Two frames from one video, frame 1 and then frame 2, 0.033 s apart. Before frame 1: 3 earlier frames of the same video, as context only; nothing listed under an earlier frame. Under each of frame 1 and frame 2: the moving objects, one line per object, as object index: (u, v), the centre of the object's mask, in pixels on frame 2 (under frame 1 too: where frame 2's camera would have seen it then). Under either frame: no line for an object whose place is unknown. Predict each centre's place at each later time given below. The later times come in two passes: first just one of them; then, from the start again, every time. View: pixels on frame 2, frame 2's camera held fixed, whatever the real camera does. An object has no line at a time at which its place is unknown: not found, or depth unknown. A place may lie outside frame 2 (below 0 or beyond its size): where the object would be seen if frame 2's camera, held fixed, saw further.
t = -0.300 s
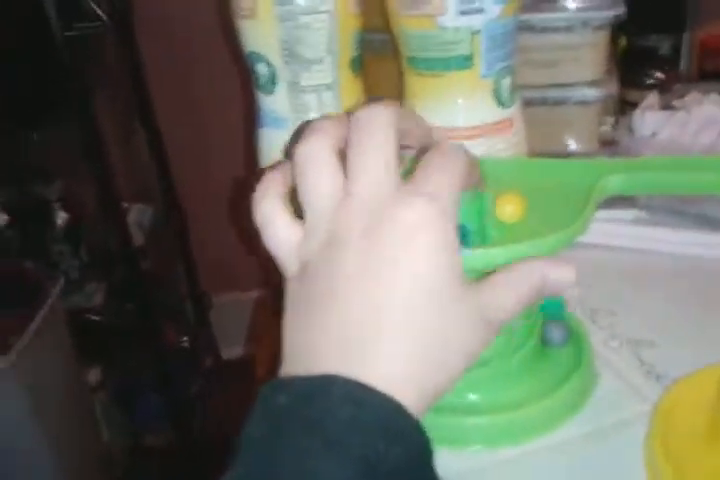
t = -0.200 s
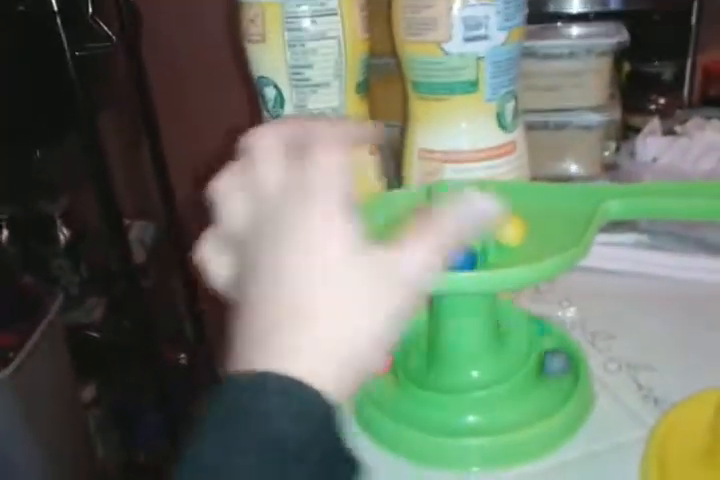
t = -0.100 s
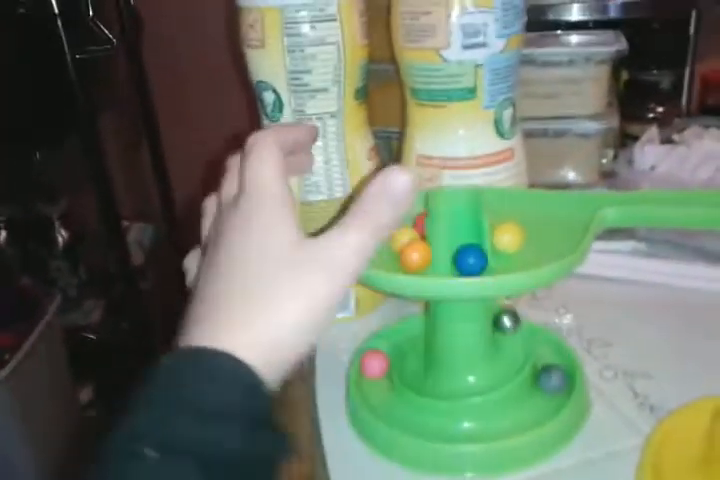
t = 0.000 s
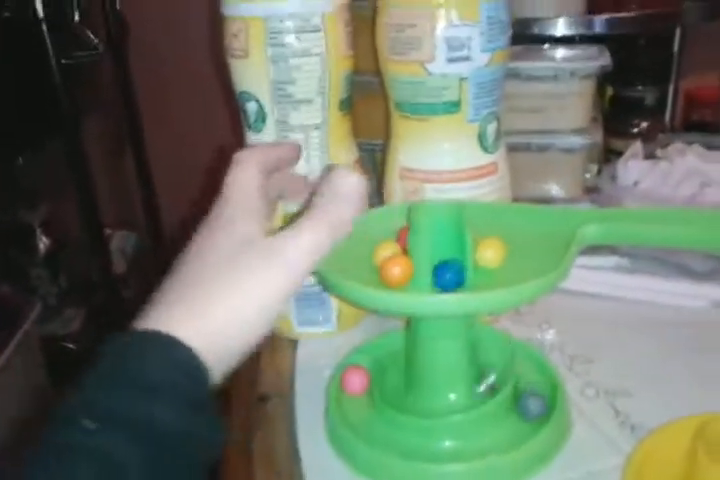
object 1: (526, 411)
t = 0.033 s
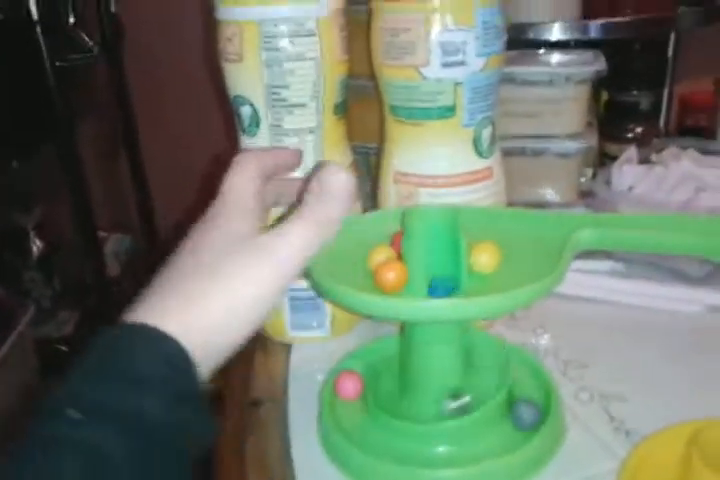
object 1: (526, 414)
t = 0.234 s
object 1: (516, 428)
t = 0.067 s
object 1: (525, 416)
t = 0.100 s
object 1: (525, 419)
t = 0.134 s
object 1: (523, 421)
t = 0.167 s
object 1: (521, 425)
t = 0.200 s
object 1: (518, 426)
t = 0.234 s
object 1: (516, 428)
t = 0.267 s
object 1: (513, 429)
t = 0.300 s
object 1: (510, 431)
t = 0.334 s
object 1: (507, 433)
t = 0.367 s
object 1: (503, 434)
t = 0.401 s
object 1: (500, 435)
